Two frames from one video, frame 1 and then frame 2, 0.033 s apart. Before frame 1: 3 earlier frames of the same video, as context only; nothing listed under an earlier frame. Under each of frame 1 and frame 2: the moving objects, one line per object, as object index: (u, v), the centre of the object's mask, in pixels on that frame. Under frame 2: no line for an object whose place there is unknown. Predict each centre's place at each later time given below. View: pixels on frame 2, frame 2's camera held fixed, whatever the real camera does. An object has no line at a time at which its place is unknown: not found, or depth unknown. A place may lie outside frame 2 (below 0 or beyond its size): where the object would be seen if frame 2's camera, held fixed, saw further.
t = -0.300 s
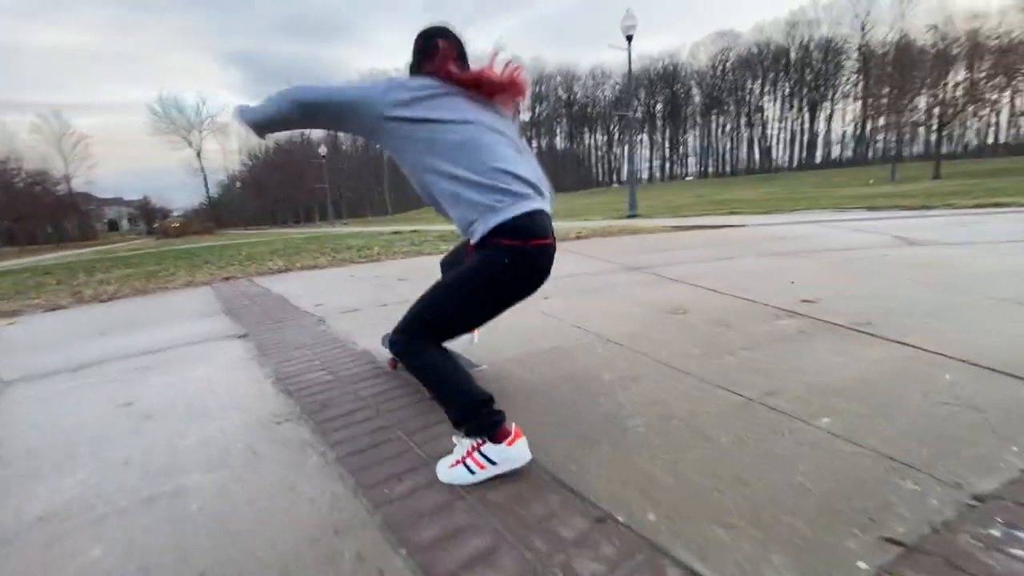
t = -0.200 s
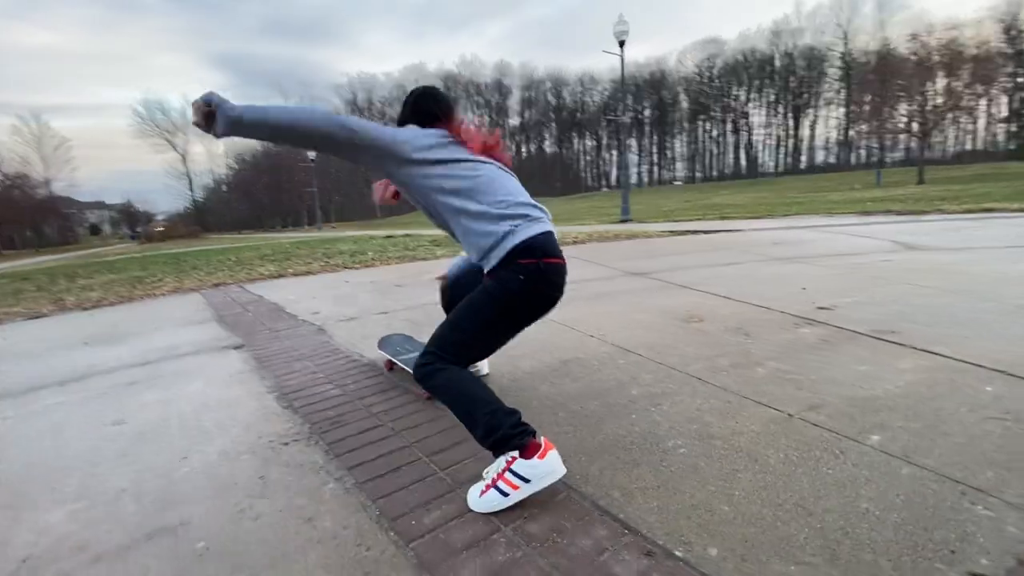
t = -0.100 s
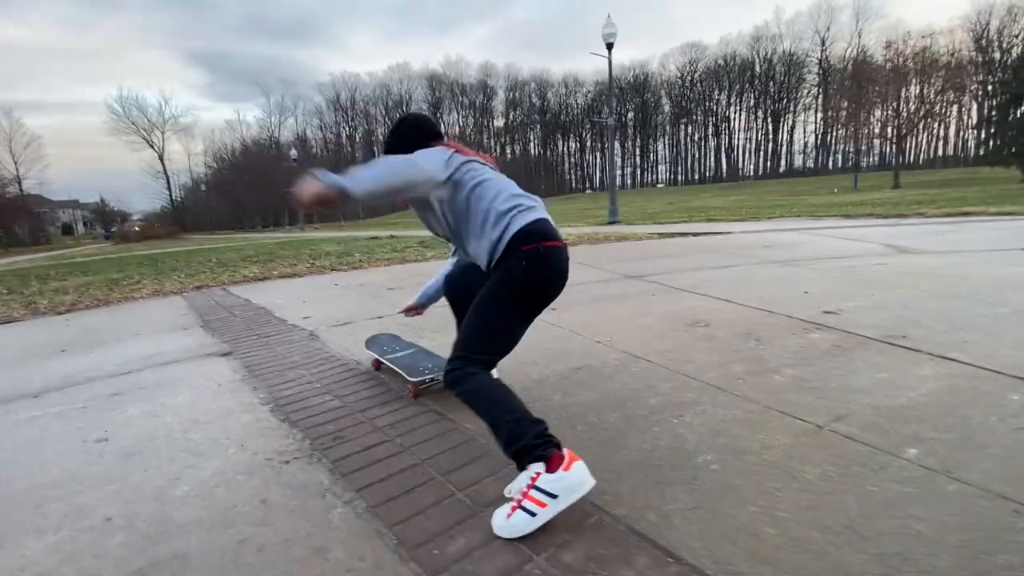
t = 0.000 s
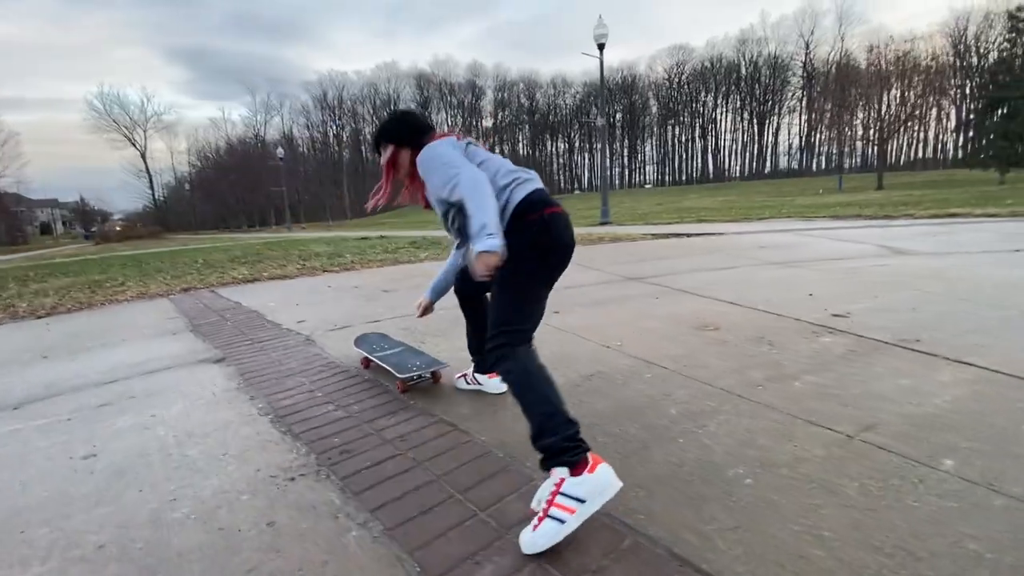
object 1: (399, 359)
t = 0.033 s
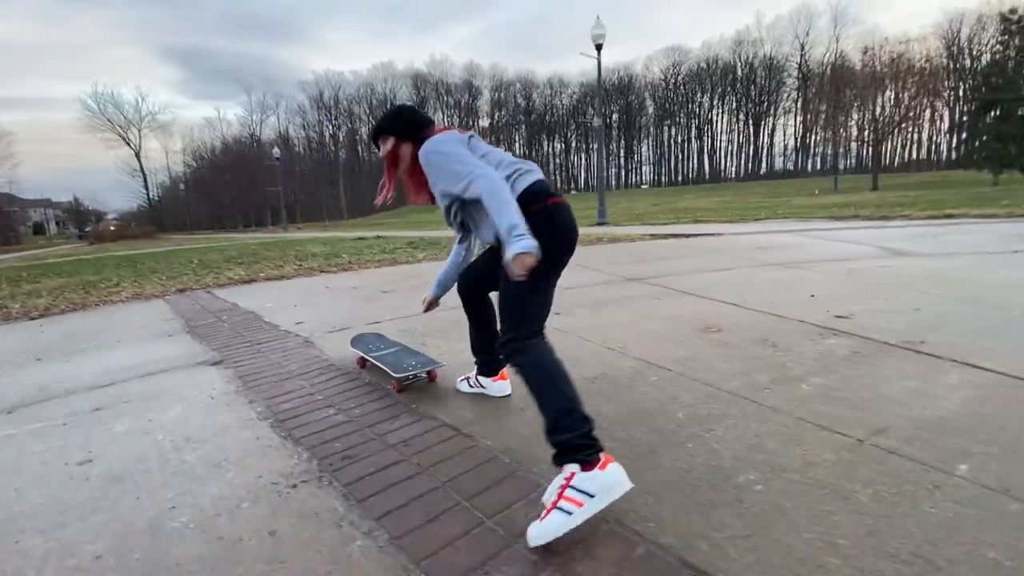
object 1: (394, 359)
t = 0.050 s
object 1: (392, 357)
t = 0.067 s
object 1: (389, 356)
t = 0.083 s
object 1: (387, 355)
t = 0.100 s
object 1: (384, 354)
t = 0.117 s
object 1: (382, 353)
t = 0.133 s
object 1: (380, 351)
